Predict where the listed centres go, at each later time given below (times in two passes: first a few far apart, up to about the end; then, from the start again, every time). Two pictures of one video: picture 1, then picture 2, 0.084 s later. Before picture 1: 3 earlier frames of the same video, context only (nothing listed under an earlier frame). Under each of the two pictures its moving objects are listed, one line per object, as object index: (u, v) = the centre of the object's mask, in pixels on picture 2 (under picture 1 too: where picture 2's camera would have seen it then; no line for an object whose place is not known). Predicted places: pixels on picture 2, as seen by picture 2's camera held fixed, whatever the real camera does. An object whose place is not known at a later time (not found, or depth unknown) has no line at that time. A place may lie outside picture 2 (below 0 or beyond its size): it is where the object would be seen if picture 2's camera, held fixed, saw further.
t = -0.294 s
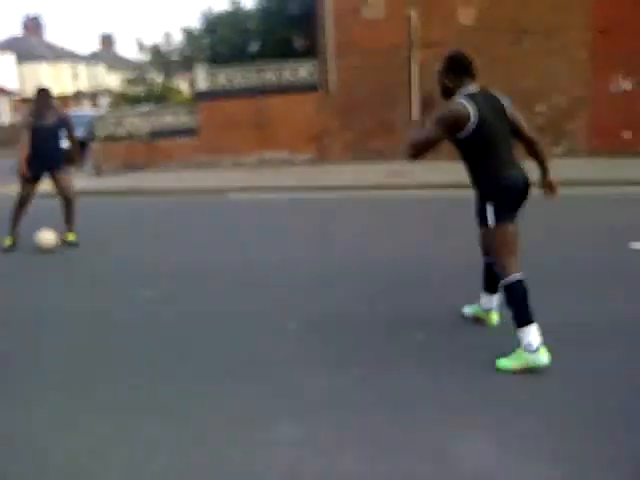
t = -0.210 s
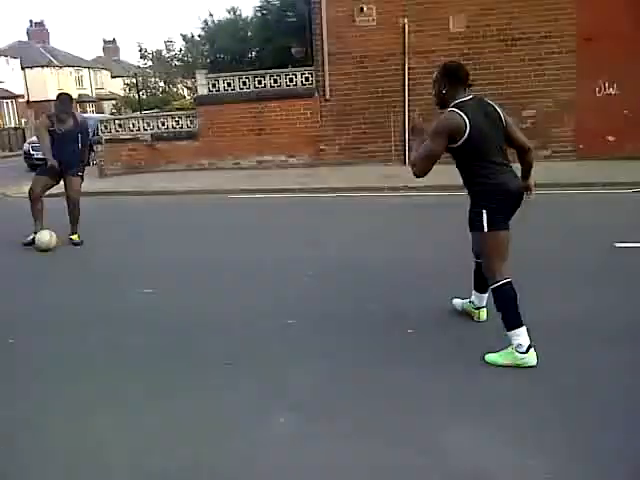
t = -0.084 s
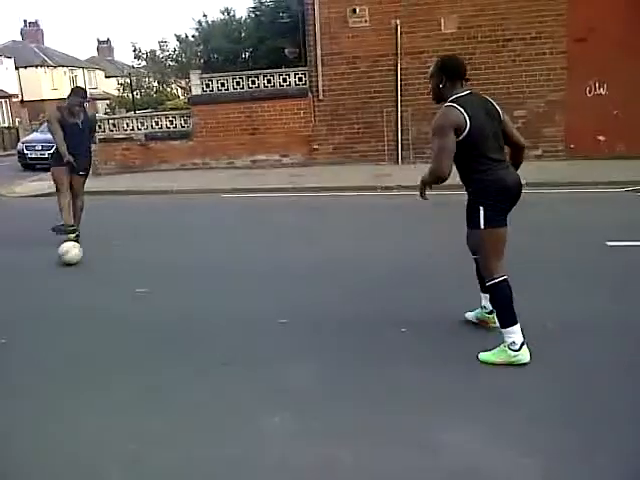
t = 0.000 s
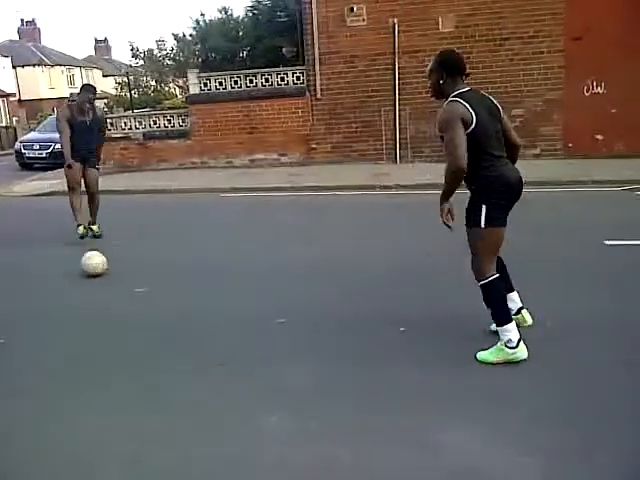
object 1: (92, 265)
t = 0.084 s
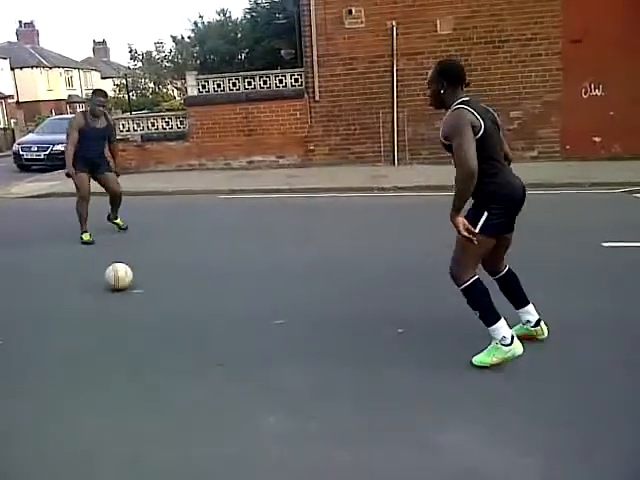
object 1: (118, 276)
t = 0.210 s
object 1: (162, 295)
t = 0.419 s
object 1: (244, 331)
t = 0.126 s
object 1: (132, 283)
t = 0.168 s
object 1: (146, 288)
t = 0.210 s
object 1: (162, 295)
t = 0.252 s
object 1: (177, 301)
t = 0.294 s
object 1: (192, 308)
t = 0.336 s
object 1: (208, 316)
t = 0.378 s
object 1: (226, 323)
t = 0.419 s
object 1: (244, 331)
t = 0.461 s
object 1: (263, 341)
